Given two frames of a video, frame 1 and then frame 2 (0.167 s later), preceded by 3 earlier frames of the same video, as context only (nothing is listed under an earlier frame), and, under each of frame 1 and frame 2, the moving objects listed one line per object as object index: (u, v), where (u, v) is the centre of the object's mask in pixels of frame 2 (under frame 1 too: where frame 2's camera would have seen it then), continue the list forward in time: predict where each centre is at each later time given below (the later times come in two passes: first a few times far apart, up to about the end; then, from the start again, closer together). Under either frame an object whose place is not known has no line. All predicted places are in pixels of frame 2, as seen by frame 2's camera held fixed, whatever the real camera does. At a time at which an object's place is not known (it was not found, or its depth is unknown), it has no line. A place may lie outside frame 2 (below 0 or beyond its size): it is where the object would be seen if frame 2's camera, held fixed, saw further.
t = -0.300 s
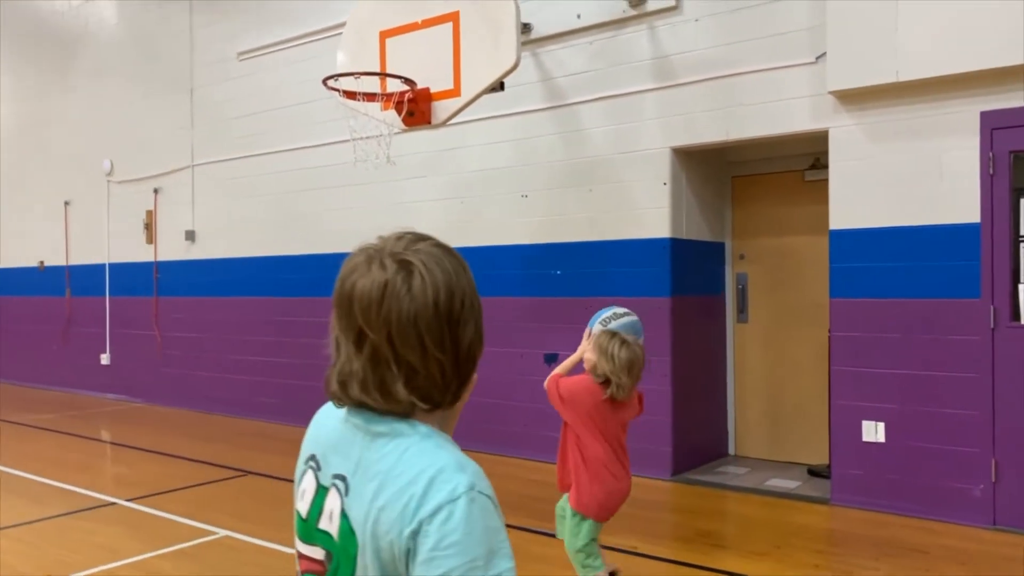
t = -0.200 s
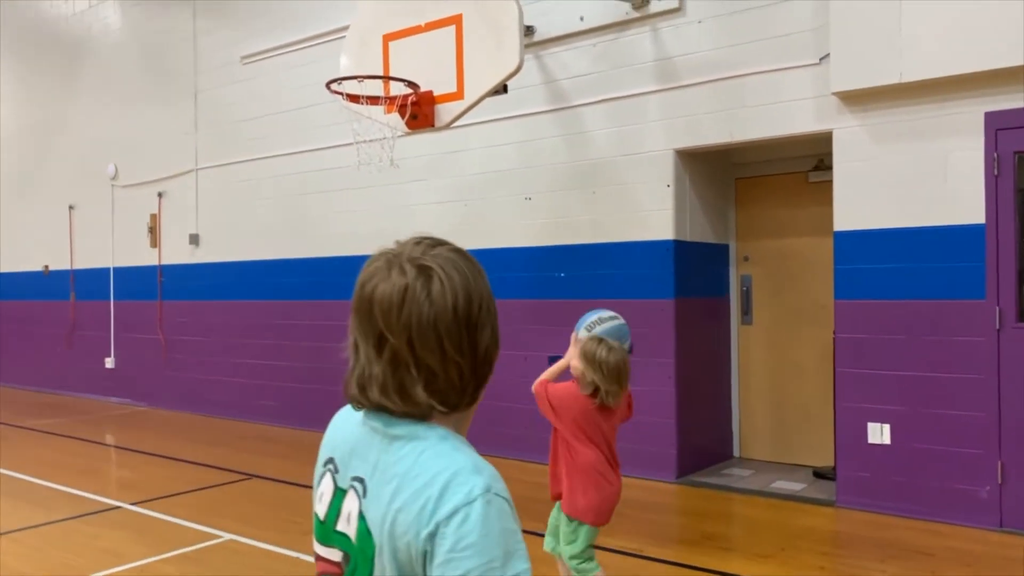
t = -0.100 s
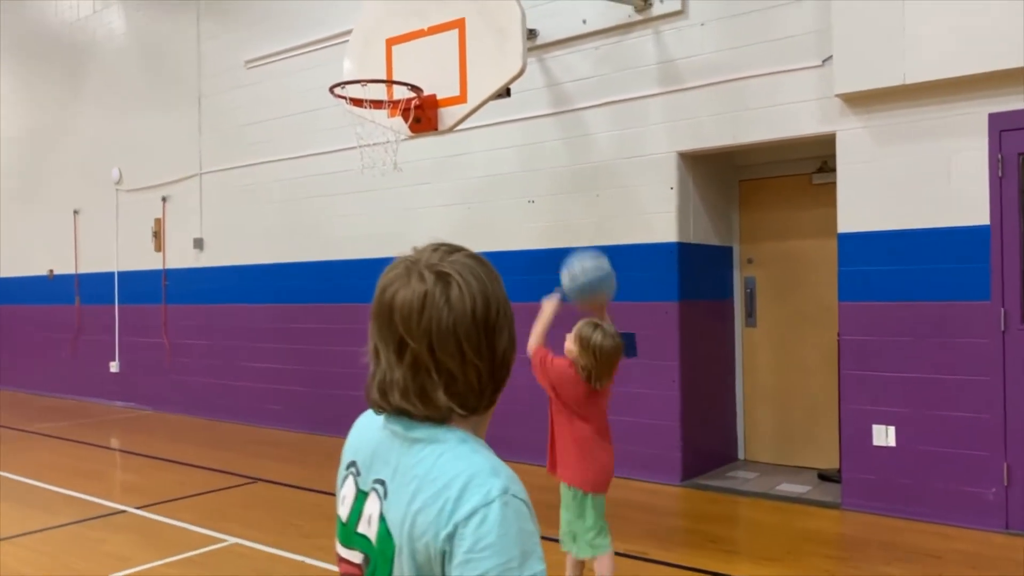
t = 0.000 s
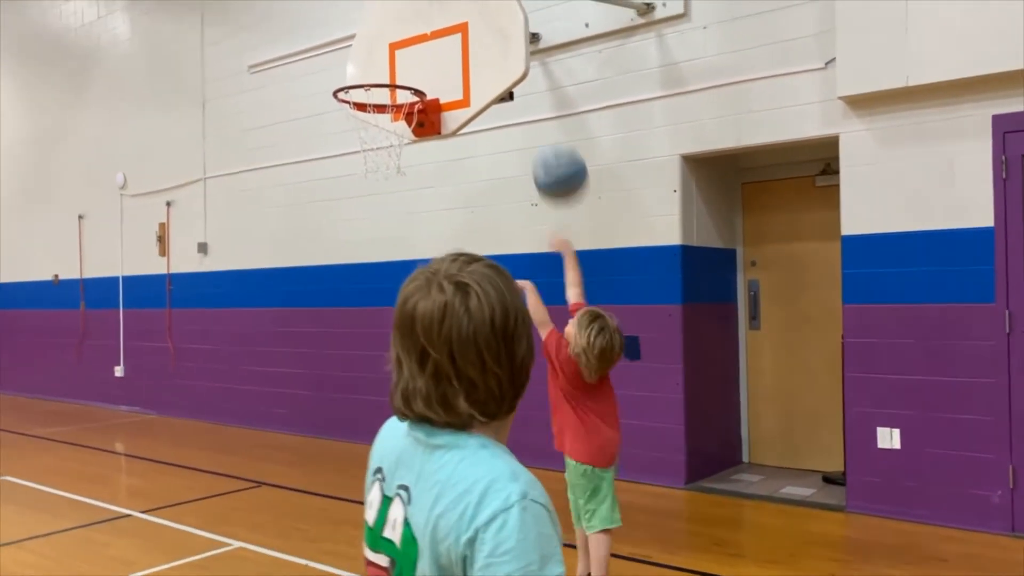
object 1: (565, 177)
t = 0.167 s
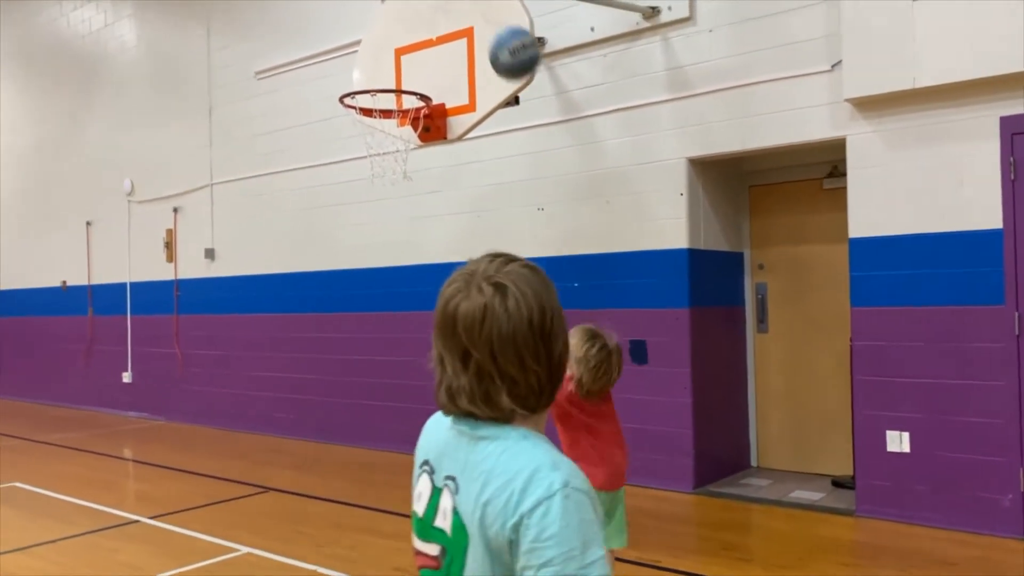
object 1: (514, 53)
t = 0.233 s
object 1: (496, 24)
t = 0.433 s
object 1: (444, 5)
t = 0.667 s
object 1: (395, 66)
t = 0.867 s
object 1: (367, 177)
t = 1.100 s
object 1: (357, 345)
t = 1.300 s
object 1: (350, 493)
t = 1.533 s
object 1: (352, 333)
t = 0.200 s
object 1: (505, 37)
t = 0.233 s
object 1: (496, 24)
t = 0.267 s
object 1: (486, 17)
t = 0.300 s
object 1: (477, 12)
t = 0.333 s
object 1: (469, 9)
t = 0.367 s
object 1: (461, 7)
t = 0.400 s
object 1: (453, 5)
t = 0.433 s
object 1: (444, 5)
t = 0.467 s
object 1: (437, 6)
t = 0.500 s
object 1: (429, 9)
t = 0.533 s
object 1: (422, 15)
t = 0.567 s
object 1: (415, 24)
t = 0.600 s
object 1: (408, 36)
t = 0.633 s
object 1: (402, 50)
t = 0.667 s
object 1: (395, 66)
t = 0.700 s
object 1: (388, 84)
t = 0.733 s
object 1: (382, 103)
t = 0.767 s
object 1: (377, 123)
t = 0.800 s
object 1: (371, 144)
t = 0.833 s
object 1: (369, 161)
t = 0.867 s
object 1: (367, 177)
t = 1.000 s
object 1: (362, 267)
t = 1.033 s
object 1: (360, 290)
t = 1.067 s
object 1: (358, 316)
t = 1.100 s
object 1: (357, 345)
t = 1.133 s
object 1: (355, 375)
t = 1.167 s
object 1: (354, 406)
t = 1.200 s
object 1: (353, 439)
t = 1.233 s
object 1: (351, 474)
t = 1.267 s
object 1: (351, 512)
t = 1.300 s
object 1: (350, 493)
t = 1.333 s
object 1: (349, 464)
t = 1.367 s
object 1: (350, 437)
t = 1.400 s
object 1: (350, 412)
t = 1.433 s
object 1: (350, 390)
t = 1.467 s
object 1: (351, 369)
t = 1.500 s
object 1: (351, 350)
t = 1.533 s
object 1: (352, 333)
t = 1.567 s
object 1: (352, 318)
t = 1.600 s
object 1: (353, 306)
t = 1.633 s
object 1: (354, 295)
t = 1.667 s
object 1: (354, 287)
